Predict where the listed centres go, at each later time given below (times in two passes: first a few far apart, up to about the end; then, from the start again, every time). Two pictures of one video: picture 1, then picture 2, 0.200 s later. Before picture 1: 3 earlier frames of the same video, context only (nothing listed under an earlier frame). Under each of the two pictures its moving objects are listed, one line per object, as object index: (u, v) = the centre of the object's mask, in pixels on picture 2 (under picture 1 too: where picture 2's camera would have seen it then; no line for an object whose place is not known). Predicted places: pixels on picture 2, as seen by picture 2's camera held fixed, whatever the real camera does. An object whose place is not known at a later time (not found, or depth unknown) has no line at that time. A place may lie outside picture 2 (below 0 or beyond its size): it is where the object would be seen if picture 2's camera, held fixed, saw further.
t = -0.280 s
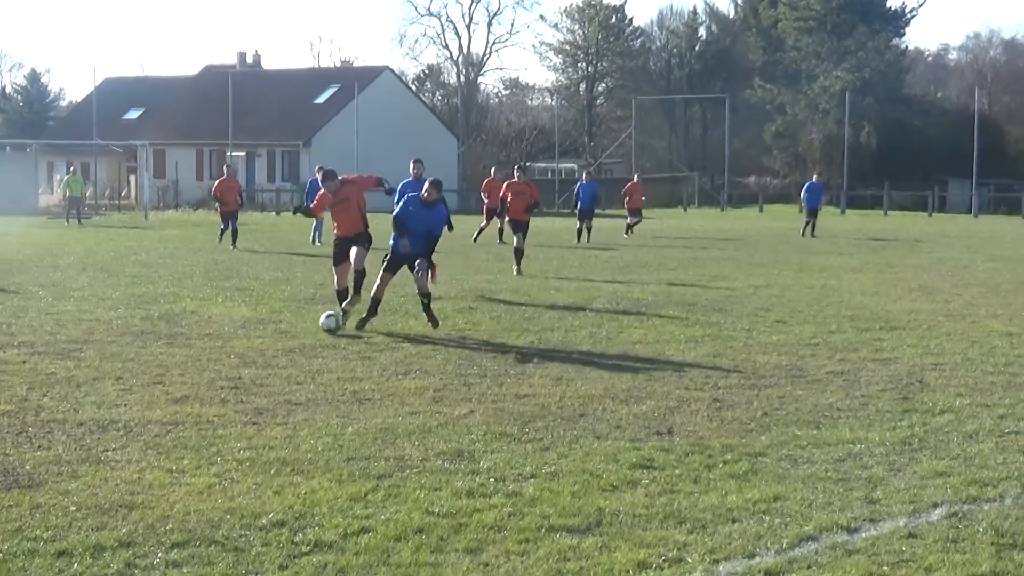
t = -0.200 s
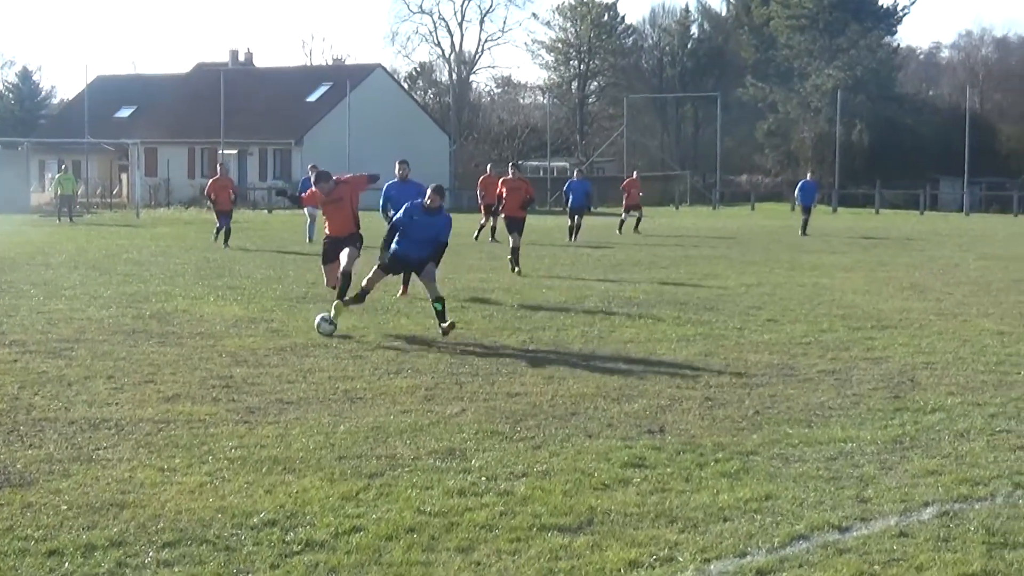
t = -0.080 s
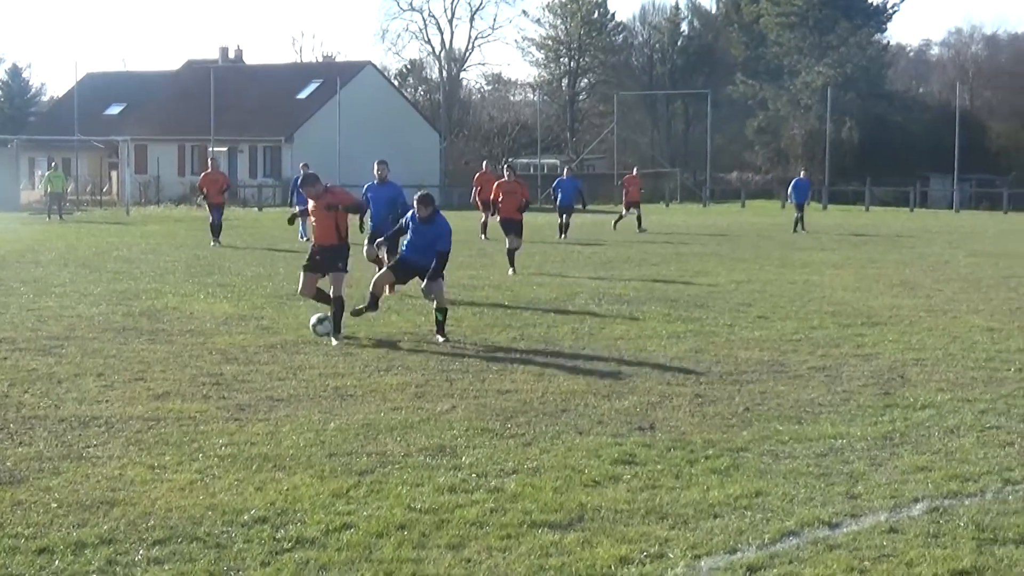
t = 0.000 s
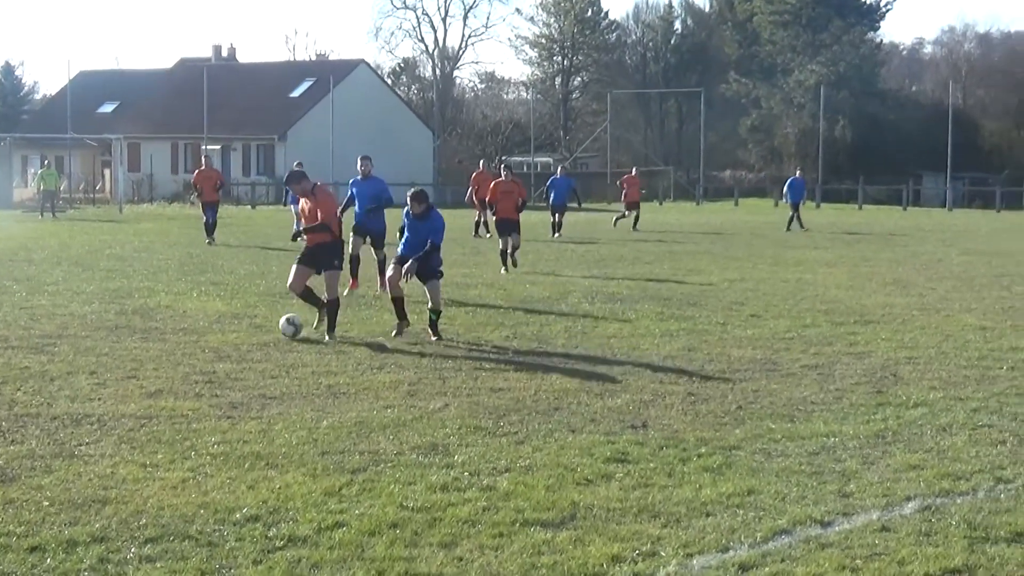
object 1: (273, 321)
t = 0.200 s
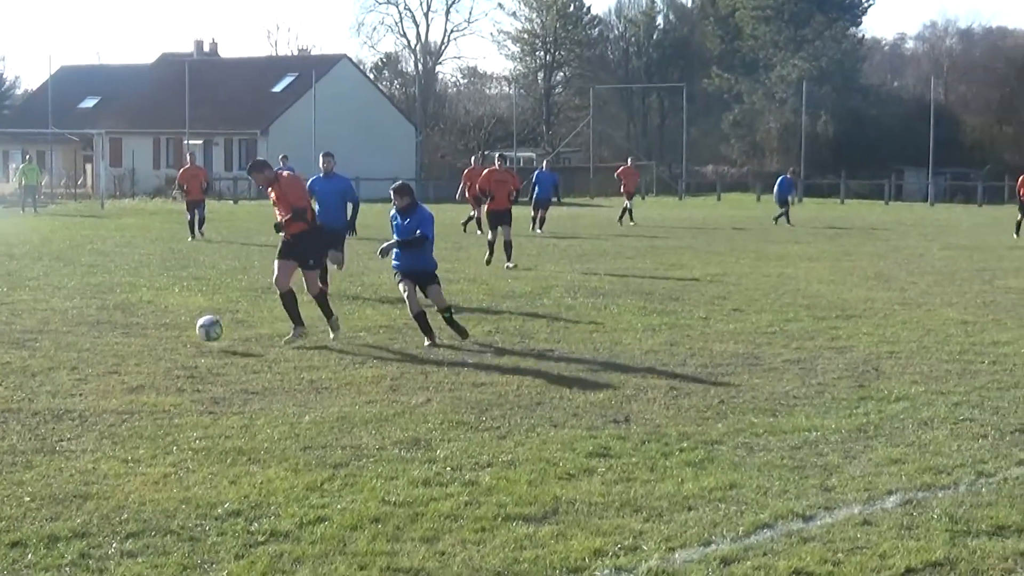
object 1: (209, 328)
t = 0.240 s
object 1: (198, 329)
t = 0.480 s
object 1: (132, 349)
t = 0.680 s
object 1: (85, 372)
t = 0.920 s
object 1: (25, 375)
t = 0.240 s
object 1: (198, 329)
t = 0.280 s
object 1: (186, 331)
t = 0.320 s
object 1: (174, 336)
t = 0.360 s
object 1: (161, 343)
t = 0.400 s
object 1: (149, 350)
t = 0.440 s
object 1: (141, 349)
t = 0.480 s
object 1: (132, 349)
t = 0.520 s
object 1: (123, 350)
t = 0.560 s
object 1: (113, 356)
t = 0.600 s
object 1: (104, 363)
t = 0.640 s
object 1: (95, 368)
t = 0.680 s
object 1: (85, 372)
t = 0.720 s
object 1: (76, 372)
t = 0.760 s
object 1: (67, 367)
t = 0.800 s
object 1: (57, 365)
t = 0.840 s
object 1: (46, 367)
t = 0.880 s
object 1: (36, 370)
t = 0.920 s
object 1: (25, 375)
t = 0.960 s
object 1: (14, 384)
